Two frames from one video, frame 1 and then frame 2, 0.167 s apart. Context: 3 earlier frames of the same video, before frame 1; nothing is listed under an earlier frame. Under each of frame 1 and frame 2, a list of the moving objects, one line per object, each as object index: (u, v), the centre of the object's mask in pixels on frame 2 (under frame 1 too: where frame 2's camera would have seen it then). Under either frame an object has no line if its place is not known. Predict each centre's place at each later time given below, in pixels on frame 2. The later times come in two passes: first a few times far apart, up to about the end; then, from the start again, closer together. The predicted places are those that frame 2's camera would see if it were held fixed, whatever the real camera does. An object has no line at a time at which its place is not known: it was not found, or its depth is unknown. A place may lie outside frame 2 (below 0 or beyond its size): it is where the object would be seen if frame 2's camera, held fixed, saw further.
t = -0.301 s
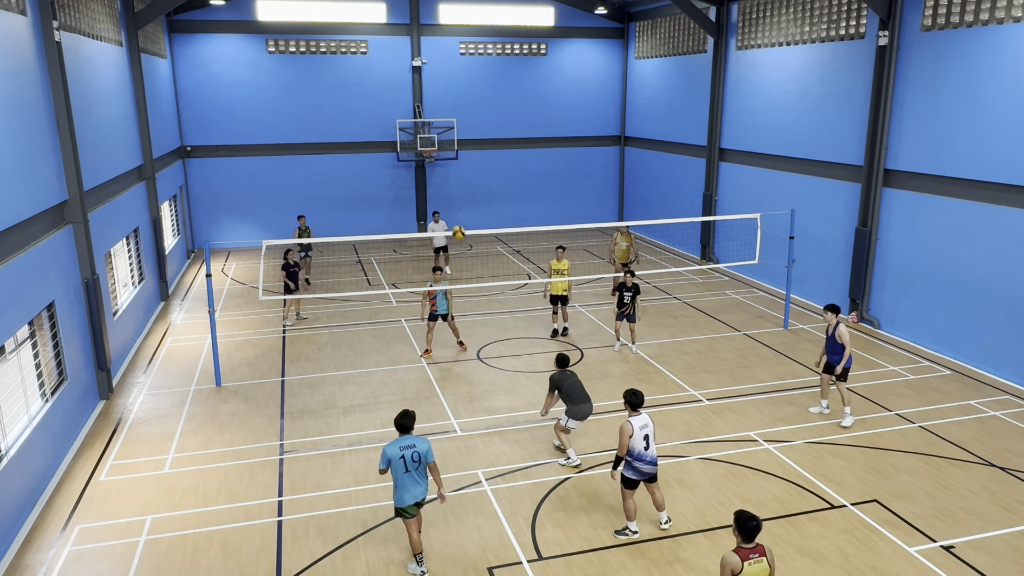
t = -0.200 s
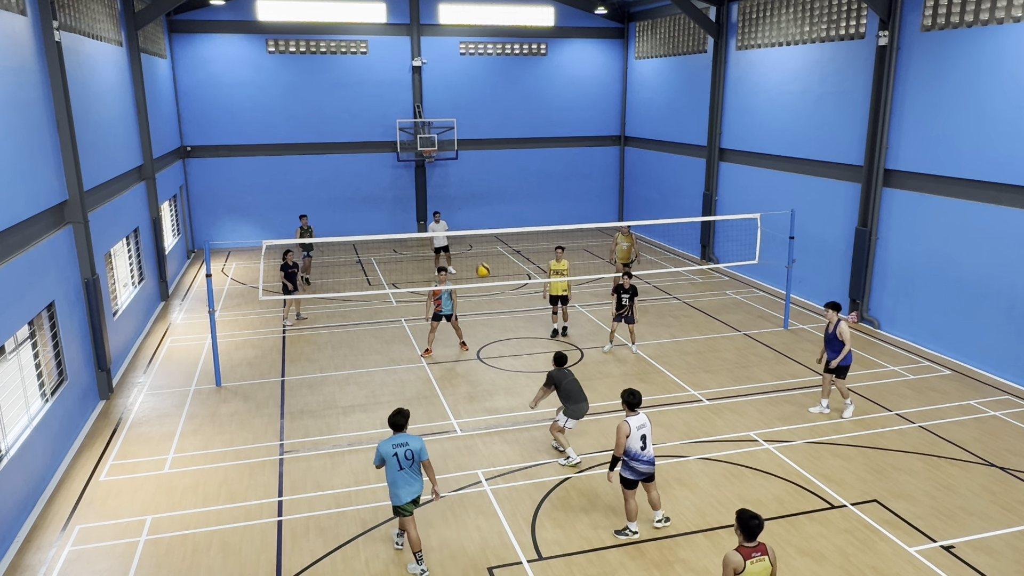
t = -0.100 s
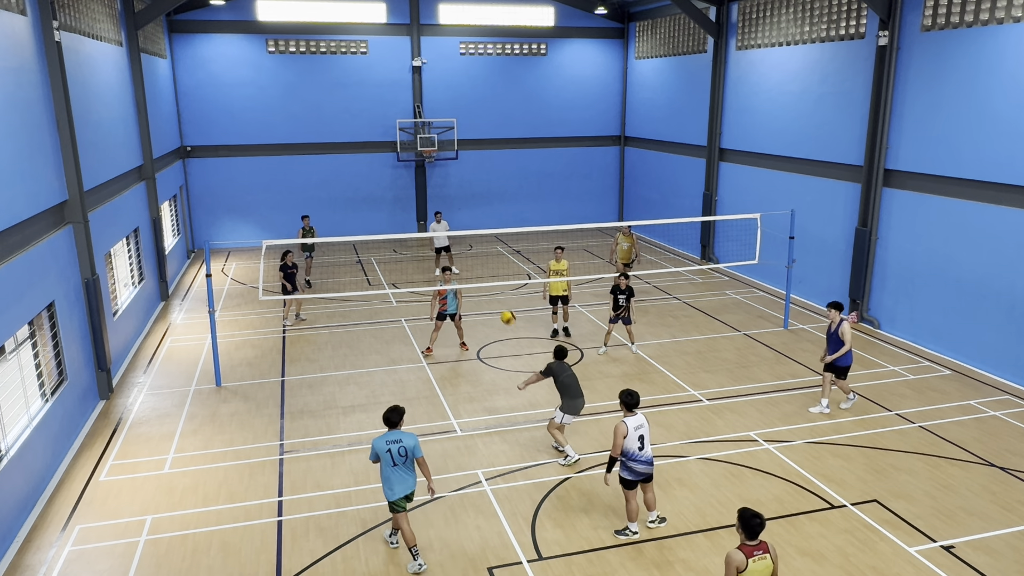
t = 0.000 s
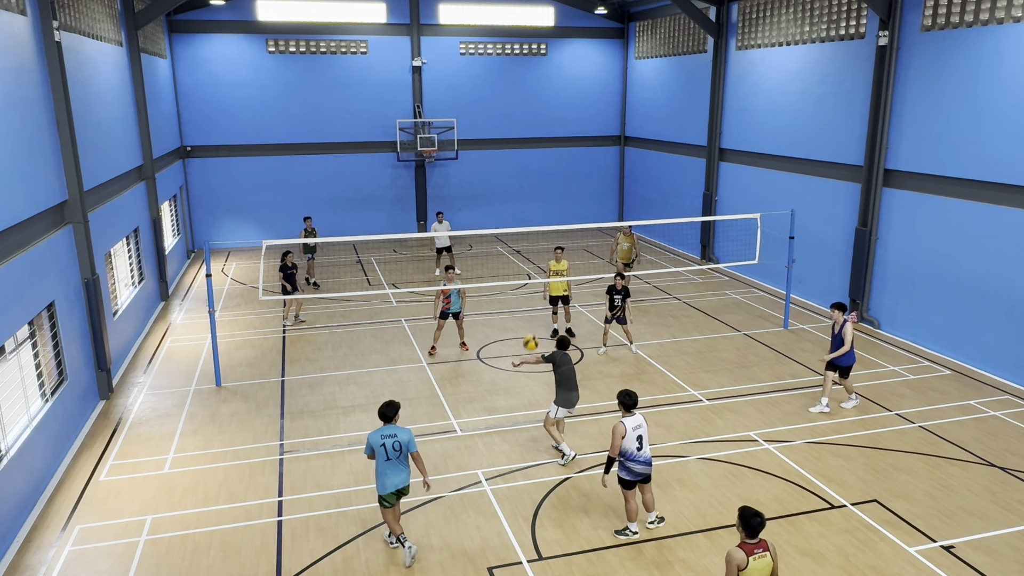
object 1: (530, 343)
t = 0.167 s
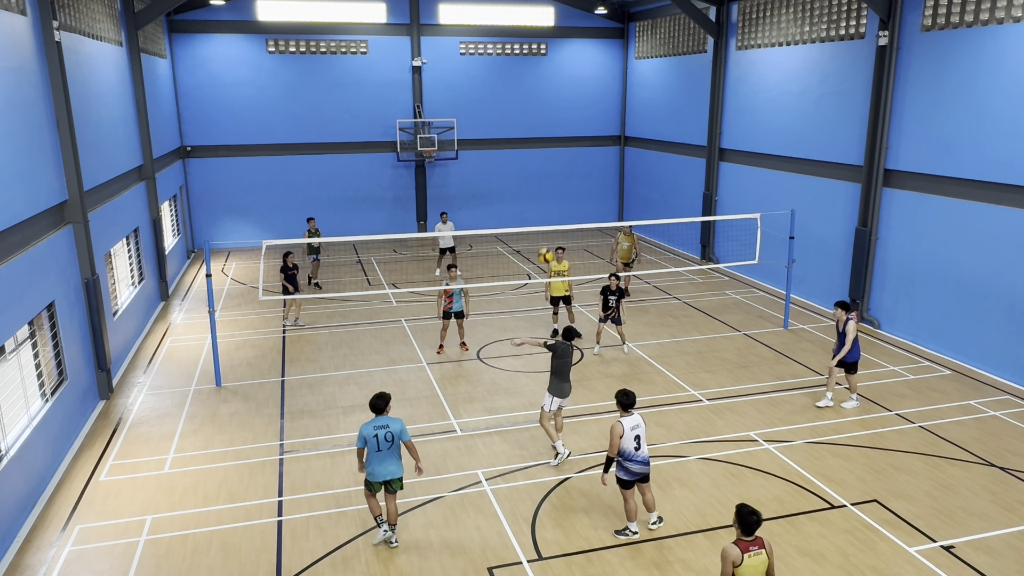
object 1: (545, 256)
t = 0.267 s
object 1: (554, 216)
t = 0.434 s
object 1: (567, 166)
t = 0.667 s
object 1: (584, 134)
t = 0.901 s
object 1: (600, 139)
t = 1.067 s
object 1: (609, 162)
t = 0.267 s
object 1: (554, 216)
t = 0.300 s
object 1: (556, 204)
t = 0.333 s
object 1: (559, 193)
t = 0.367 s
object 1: (562, 183)
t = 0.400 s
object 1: (564, 174)
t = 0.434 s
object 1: (567, 166)
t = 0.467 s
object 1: (570, 159)
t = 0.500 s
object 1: (572, 153)
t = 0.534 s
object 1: (574, 148)
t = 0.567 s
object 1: (577, 143)
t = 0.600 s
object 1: (579, 139)
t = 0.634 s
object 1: (582, 136)
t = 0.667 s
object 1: (584, 134)
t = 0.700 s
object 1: (587, 132)
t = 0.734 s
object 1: (589, 132)
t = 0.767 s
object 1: (591, 132)
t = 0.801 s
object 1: (593, 132)
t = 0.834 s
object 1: (595, 134)
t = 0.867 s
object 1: (598, 136)
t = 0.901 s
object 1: (600, 139)
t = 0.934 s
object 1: (602, 142)
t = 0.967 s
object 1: (604, 146)
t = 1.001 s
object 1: (606, 151)
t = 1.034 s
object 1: (608, 156)
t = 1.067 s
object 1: (609, 162)
